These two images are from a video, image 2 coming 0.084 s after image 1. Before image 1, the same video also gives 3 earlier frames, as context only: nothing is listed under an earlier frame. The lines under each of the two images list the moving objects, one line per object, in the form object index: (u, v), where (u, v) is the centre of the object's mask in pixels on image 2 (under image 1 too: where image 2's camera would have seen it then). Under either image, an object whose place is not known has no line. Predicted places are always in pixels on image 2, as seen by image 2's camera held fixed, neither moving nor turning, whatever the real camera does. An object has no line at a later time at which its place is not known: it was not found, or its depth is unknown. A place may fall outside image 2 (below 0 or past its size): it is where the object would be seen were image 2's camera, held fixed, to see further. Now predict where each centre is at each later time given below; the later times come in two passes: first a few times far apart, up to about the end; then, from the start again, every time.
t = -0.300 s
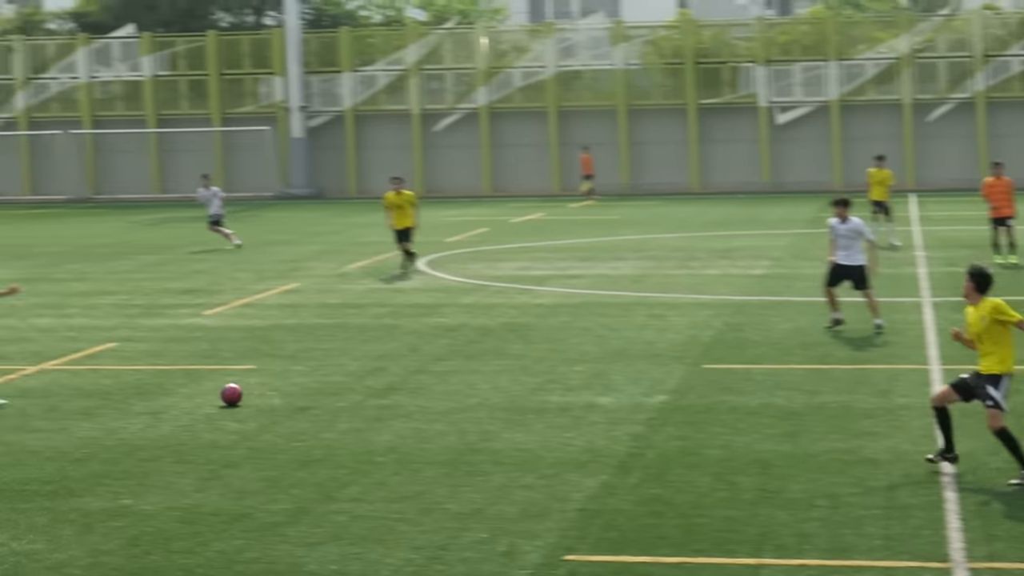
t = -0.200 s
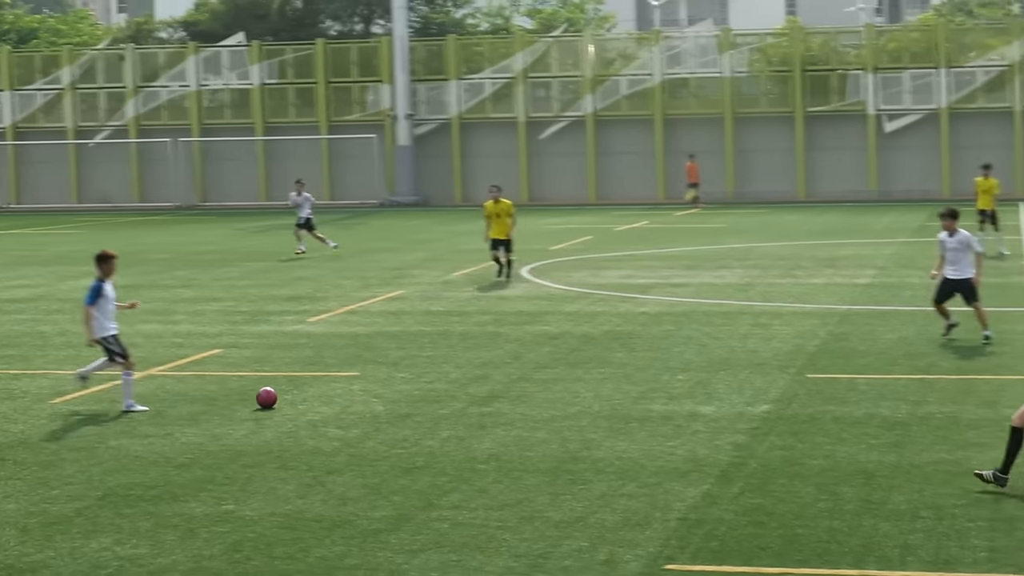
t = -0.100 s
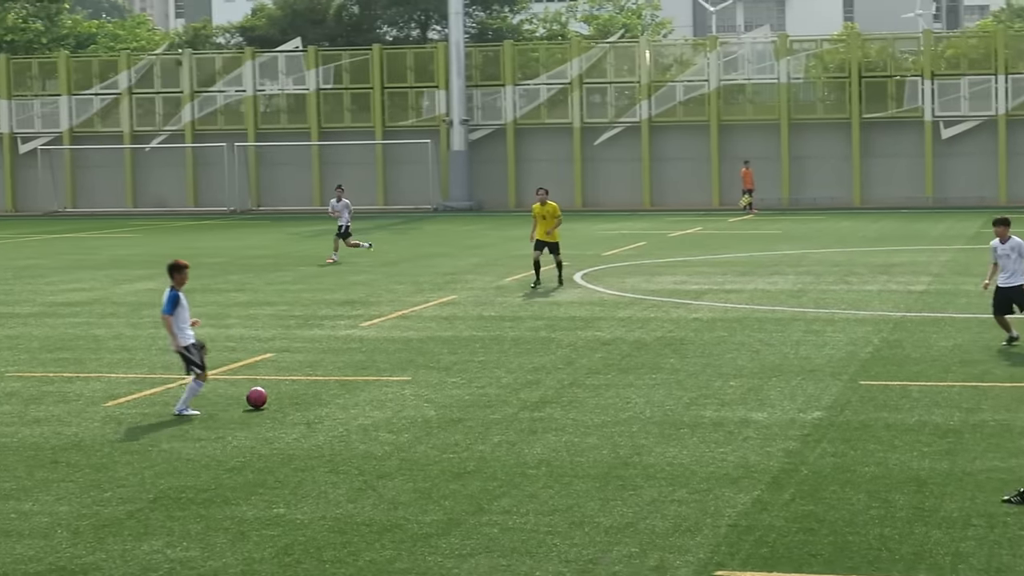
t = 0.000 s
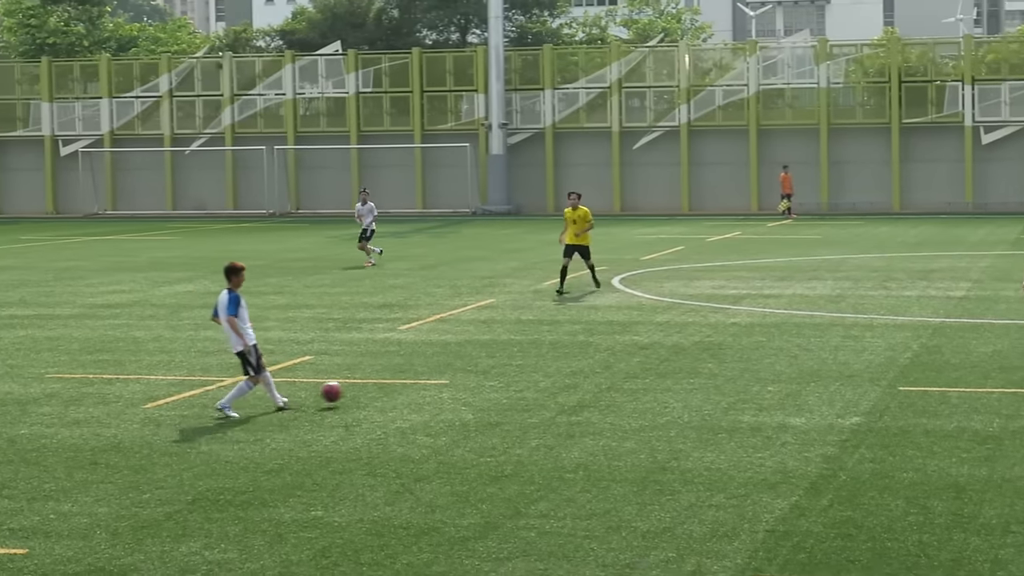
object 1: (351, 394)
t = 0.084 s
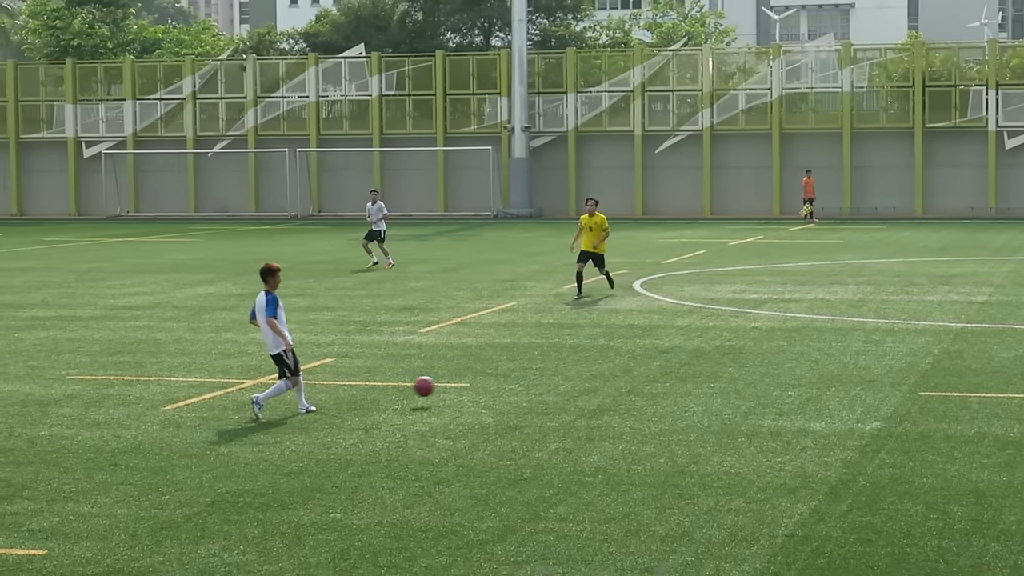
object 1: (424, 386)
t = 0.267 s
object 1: (572, 387)
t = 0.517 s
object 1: (719, 378)
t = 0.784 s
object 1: (859, 369)
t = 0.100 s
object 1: (438, 385)
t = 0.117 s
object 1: (452, 385)
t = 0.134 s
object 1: (466, 384)
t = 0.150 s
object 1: (480, 385)
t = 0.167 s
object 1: (494, 385)
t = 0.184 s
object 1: (507, 386)
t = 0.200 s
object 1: (521, 387)
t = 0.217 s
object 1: (535, 388)
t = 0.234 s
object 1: (549, 389)
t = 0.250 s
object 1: (562, 390)
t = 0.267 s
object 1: (572, 387)
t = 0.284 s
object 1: (582, 385)
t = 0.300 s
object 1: (592, 383)
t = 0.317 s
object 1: (602, 381)
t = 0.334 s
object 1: (612, 379)
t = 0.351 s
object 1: (622, 377)
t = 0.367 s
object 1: (632, 376)
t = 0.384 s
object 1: (642, 376)
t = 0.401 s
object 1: (652, 375)
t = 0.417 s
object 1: (661, 375)
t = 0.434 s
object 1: (671, 375)
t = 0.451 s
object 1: (681, 375)
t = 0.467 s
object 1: (690, 375)
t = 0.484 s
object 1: (700, 376)
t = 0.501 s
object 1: (710, 377)
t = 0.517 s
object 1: (719, 378)
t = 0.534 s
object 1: (729, 380)
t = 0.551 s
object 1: (738, 381)
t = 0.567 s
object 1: (747, 380)
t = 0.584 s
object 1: (756, 378)
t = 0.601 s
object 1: (765, 377)
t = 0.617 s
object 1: (774, 376)
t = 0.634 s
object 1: (782, 376)
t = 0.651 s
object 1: (791, 375)
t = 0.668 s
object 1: (800, 375)
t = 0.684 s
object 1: (808, 375)
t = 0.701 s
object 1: (817, 376)
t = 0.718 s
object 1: (826, 376)
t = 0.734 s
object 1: (834, 374)
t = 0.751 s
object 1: (842, 373)
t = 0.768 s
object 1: (851, 371)
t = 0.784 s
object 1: (859, 369)
